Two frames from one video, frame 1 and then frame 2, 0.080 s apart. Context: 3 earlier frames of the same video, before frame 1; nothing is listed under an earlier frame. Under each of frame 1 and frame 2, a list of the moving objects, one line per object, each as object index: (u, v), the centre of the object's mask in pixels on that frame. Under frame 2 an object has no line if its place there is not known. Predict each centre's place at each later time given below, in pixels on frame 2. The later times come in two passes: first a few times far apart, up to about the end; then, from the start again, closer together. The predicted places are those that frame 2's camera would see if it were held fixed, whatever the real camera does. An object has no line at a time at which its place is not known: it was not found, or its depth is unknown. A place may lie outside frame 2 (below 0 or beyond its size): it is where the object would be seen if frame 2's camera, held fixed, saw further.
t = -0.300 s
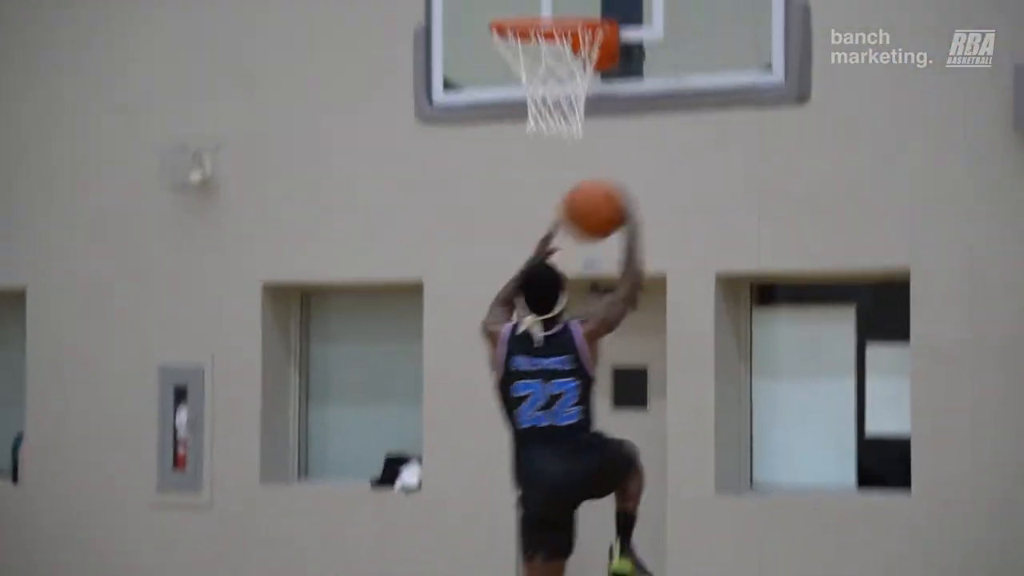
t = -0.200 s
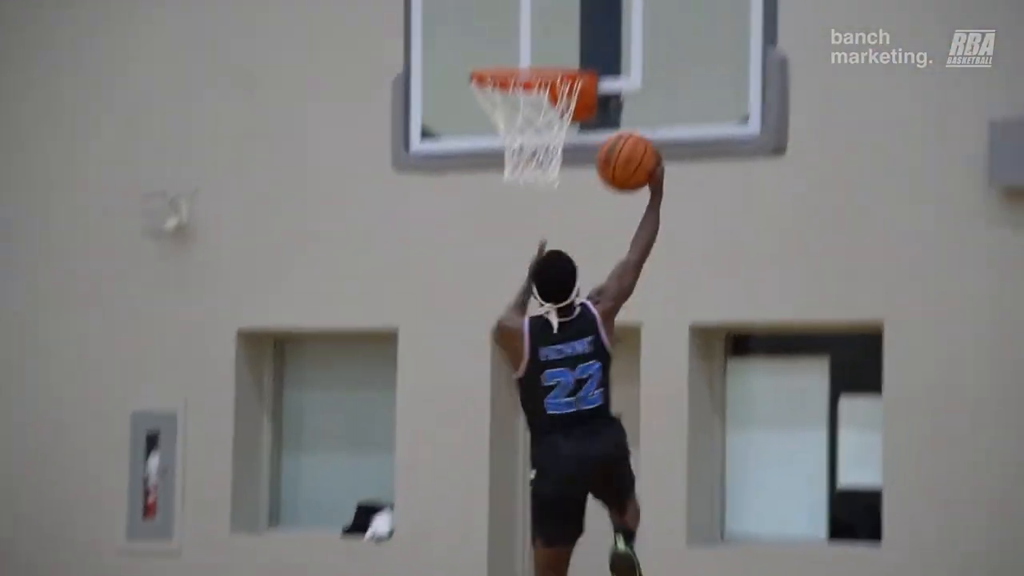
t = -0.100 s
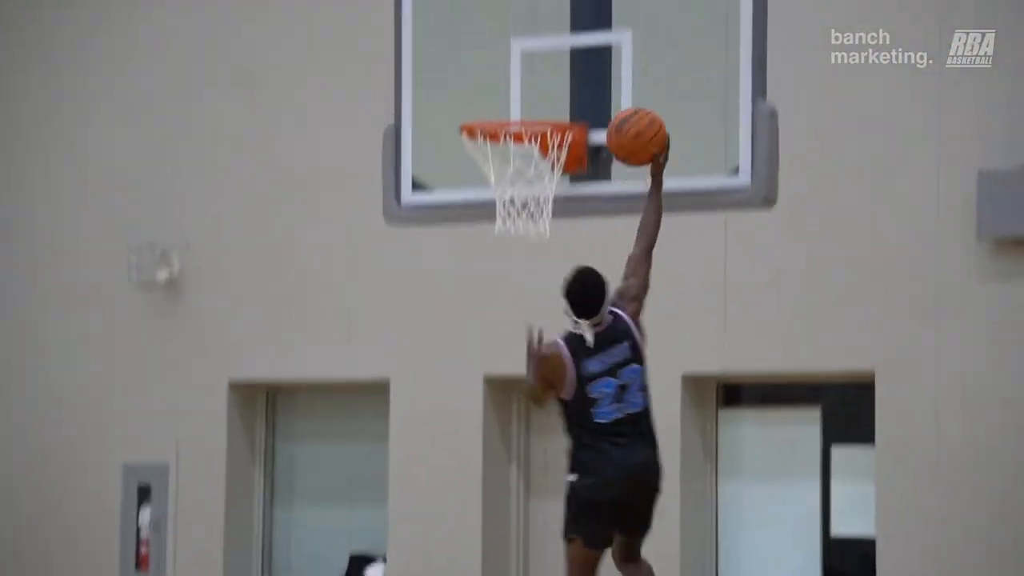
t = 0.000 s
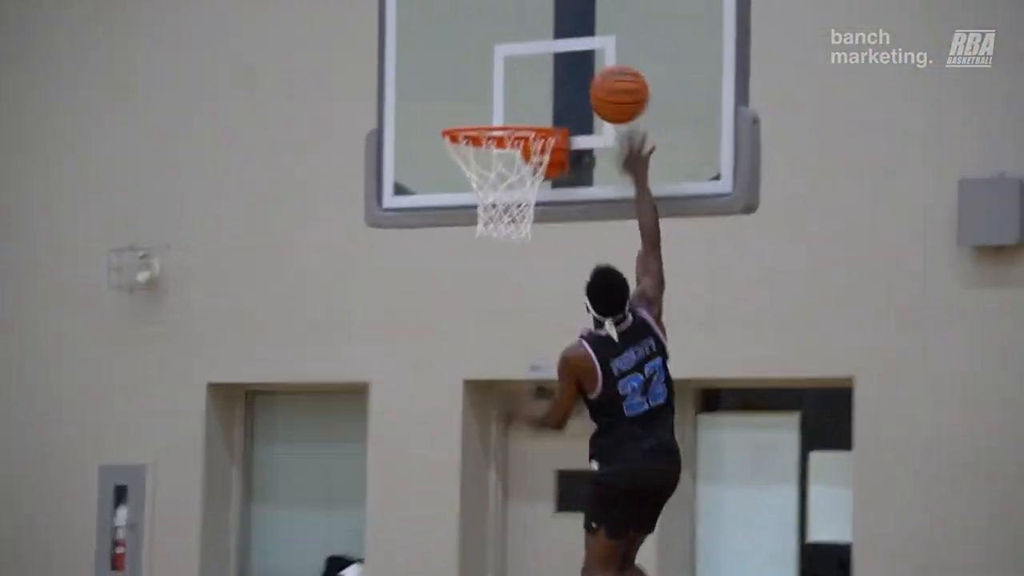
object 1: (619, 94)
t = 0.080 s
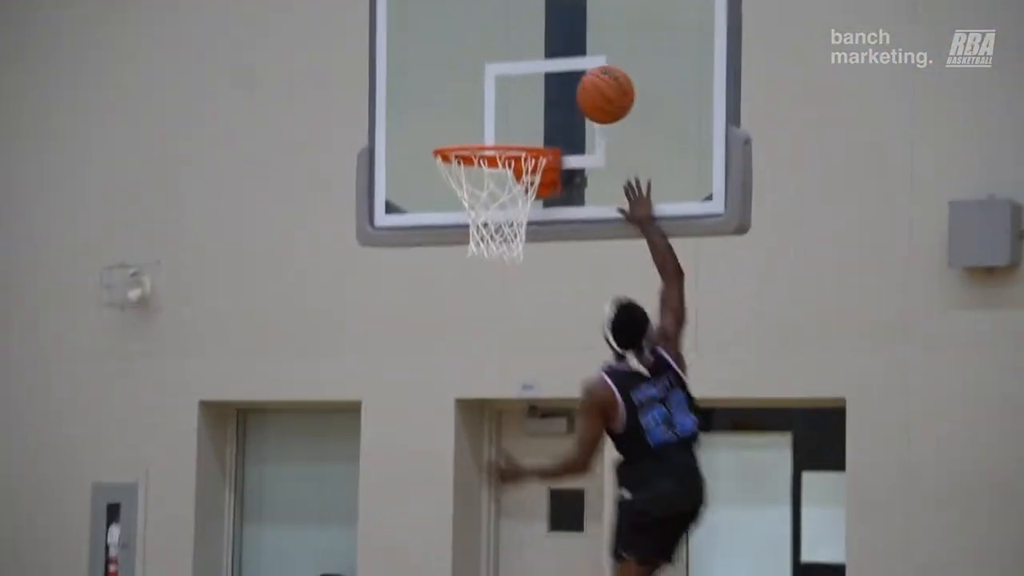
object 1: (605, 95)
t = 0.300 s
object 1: (515, 108)
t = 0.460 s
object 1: (481, 119)
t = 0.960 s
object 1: (528, 308)
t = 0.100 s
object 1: (598, 91)
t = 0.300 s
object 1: (515, 108)
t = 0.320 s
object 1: (508, 115)
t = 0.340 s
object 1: (500, 120)
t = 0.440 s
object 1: (484, 118)
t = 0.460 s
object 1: (481, 119)
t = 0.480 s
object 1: (479, 121)
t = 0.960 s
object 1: (528, 308)
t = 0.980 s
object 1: (530, 323)
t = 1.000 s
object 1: (534, 340)
